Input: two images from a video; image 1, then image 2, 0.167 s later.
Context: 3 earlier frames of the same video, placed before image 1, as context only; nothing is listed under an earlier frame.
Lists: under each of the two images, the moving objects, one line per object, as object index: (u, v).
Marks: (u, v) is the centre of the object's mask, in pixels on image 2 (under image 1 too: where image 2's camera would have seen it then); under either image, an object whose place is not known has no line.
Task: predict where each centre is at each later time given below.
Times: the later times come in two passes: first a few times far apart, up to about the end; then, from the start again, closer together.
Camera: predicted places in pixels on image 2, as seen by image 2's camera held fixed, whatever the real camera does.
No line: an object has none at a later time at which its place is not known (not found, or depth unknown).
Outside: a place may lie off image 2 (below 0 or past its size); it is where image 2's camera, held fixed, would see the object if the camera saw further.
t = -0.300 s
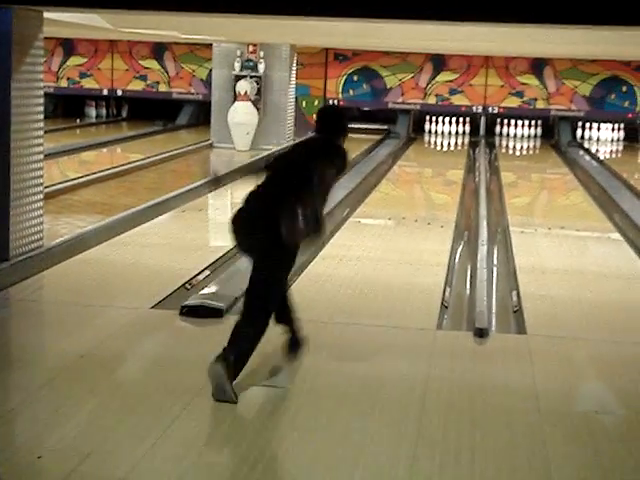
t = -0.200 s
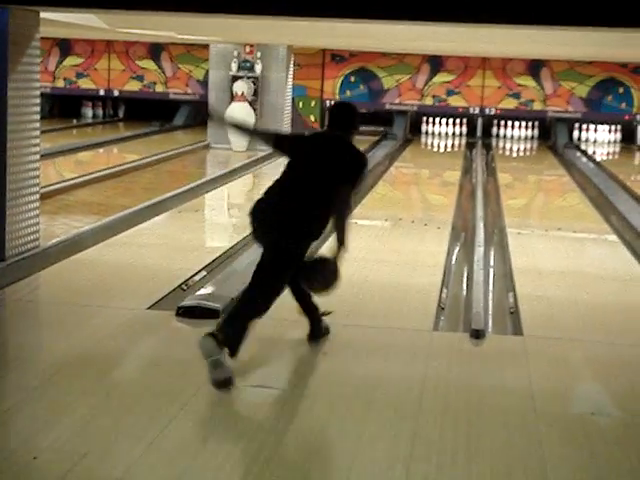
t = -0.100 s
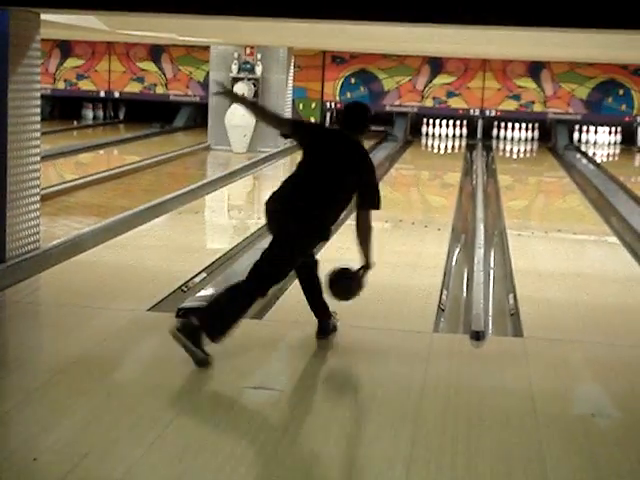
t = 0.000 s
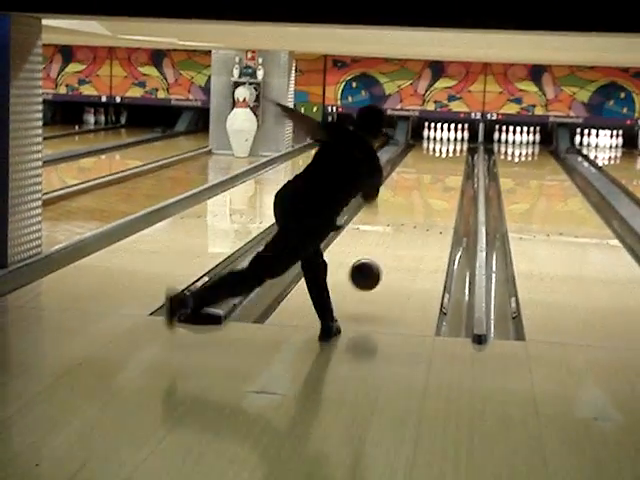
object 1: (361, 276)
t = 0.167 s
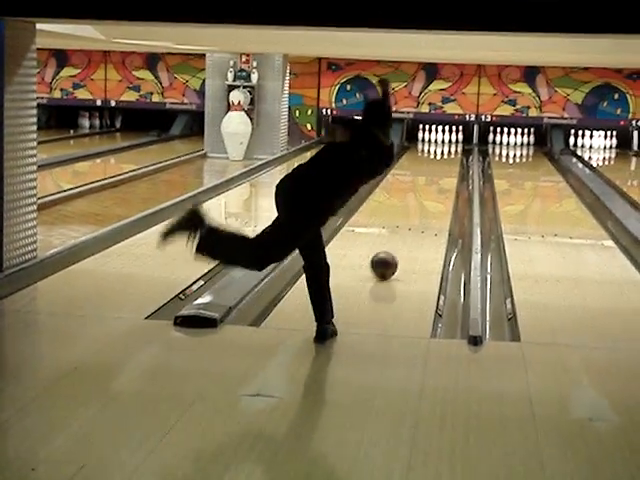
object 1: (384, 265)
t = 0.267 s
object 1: (394, 251)
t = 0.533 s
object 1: (416, 220)
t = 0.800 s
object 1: (429, 199)
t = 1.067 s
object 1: (437, 183)
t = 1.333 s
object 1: (441, 170)
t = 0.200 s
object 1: (388, 260)
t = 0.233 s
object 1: (391, 255)
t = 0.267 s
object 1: (394, 251)
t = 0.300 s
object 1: (398, 246)
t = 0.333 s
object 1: (401, 241)
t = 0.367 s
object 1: (404, 237)
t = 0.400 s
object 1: (406, 233)
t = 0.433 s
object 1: (409, 230)
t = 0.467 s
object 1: (411, 226)
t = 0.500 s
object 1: (414, 223)
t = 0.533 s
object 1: (416, 220)
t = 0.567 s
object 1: (418, 217)
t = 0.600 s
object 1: (420, 214)
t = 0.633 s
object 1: (421, 211)
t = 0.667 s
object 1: (423, 209)
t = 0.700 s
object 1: (425, 206)
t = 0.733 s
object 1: (426, 204)
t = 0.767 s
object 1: (428, 201)
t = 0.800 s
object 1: (429, 199)
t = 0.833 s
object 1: (430, 197)
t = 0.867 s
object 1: (432, 195)
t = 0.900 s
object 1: (433, 192)
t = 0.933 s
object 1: (434, 190)
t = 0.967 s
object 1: (435, 188)
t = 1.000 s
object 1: (436, 187)
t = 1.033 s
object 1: (436, 185)
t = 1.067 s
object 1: (437, 183)
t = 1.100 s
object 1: (438, 180)
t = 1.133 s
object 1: (439, 178)
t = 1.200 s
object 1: (439, 176)
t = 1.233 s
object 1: (440, 175)
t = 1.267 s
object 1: (440, 173)
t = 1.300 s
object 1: (441, 172)
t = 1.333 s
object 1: (441, 170)
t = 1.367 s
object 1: (442, 170)
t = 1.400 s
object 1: (441, 167)
